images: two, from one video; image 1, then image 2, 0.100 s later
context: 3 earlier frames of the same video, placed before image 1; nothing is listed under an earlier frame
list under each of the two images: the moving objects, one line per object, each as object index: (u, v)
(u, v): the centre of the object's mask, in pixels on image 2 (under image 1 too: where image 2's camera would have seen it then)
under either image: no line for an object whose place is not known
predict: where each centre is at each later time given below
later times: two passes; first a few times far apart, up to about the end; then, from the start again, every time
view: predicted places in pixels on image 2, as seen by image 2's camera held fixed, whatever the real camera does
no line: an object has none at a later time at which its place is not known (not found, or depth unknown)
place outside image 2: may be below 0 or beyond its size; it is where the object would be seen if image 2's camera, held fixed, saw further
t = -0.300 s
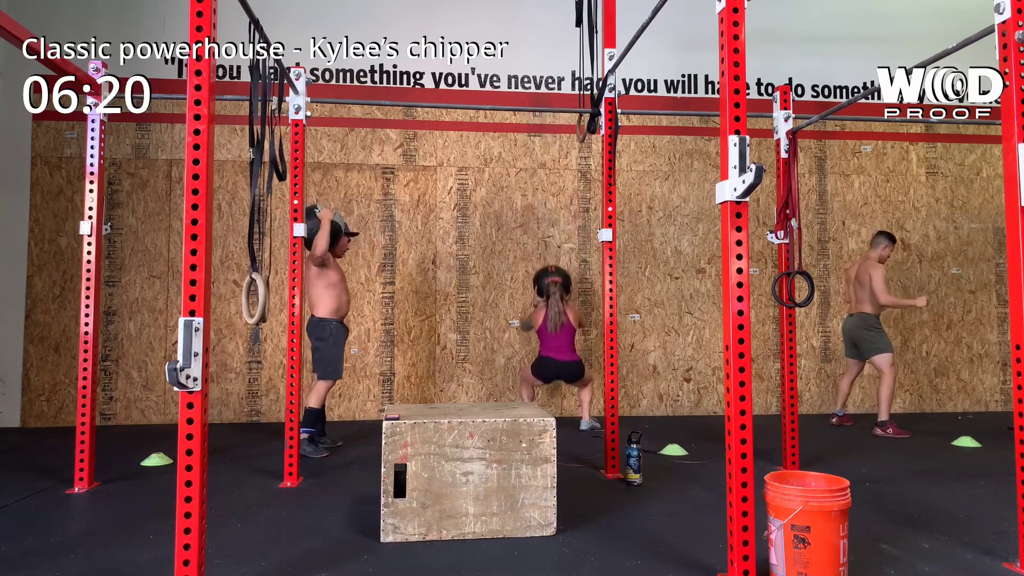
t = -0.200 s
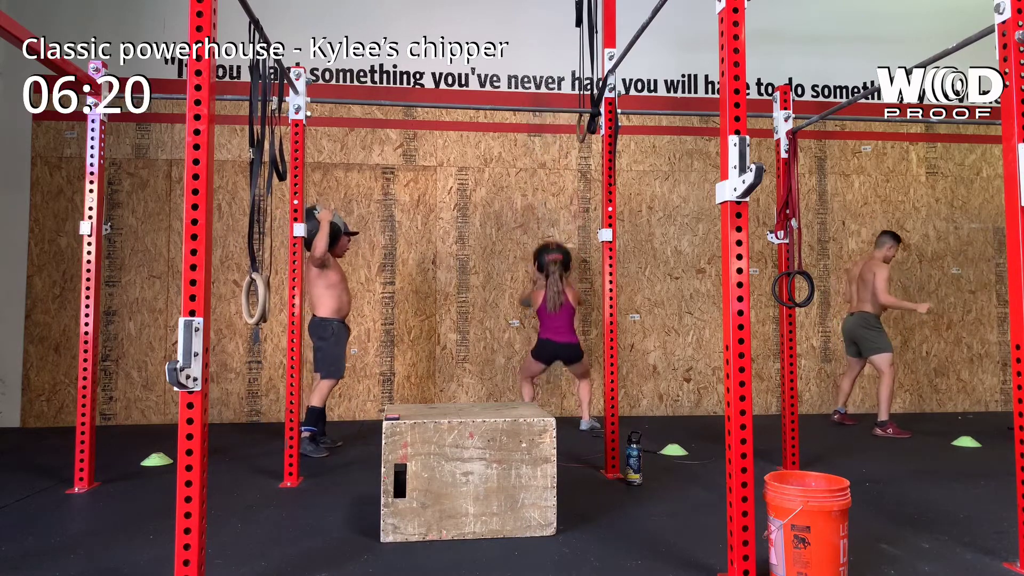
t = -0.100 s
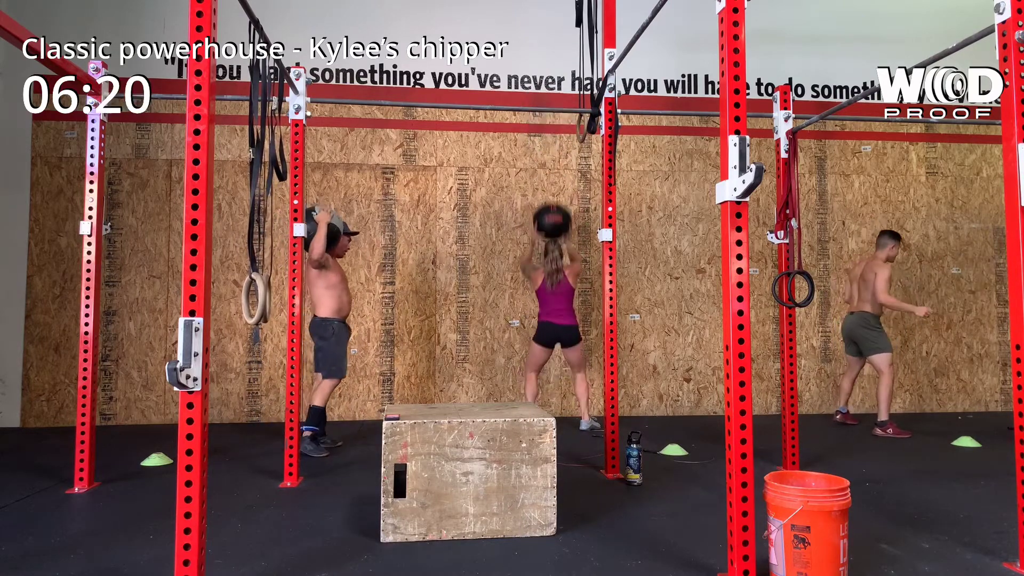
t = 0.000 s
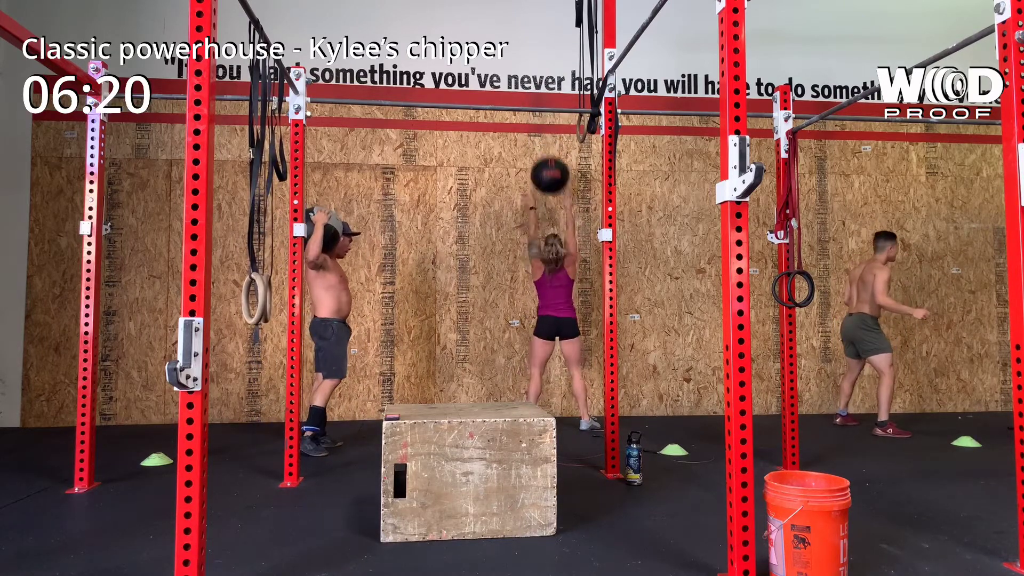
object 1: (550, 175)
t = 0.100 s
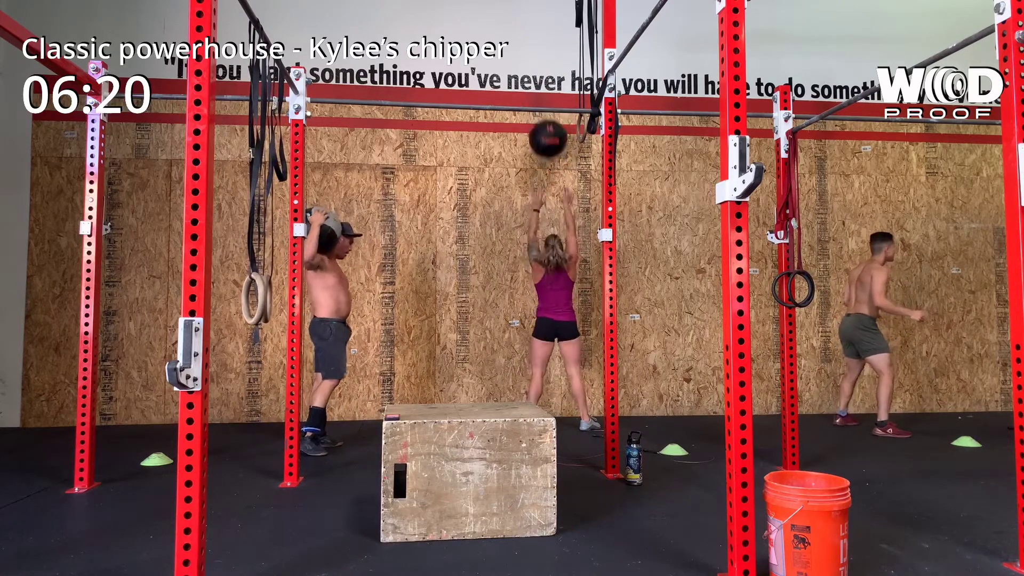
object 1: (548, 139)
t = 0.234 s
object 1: (545, 107)
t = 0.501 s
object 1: (542, 93)
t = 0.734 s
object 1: (542, 139)
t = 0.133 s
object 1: (547, 129)
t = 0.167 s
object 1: (546, 124)
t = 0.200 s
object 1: (546, 114)
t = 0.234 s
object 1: (545, 107)
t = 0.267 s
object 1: (544, 101)
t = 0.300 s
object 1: (544, 94)
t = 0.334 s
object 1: (543, 93)
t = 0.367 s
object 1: (543, 92)
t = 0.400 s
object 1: (542, 91)
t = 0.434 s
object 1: (542, 91)
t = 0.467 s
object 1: (542, 92)
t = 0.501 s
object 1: (542, 93)
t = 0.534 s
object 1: (542, 94)
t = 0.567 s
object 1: (542, 101)
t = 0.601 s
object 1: (542, 106)
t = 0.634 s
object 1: (542, 114)
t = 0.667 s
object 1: (541, 124)
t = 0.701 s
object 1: (542, 130)
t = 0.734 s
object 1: (542, 139)
